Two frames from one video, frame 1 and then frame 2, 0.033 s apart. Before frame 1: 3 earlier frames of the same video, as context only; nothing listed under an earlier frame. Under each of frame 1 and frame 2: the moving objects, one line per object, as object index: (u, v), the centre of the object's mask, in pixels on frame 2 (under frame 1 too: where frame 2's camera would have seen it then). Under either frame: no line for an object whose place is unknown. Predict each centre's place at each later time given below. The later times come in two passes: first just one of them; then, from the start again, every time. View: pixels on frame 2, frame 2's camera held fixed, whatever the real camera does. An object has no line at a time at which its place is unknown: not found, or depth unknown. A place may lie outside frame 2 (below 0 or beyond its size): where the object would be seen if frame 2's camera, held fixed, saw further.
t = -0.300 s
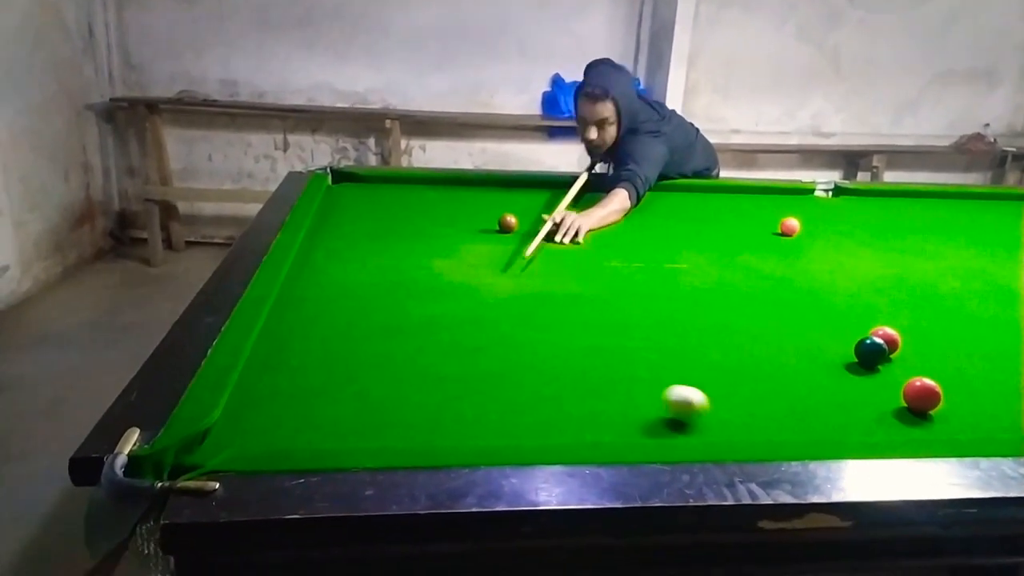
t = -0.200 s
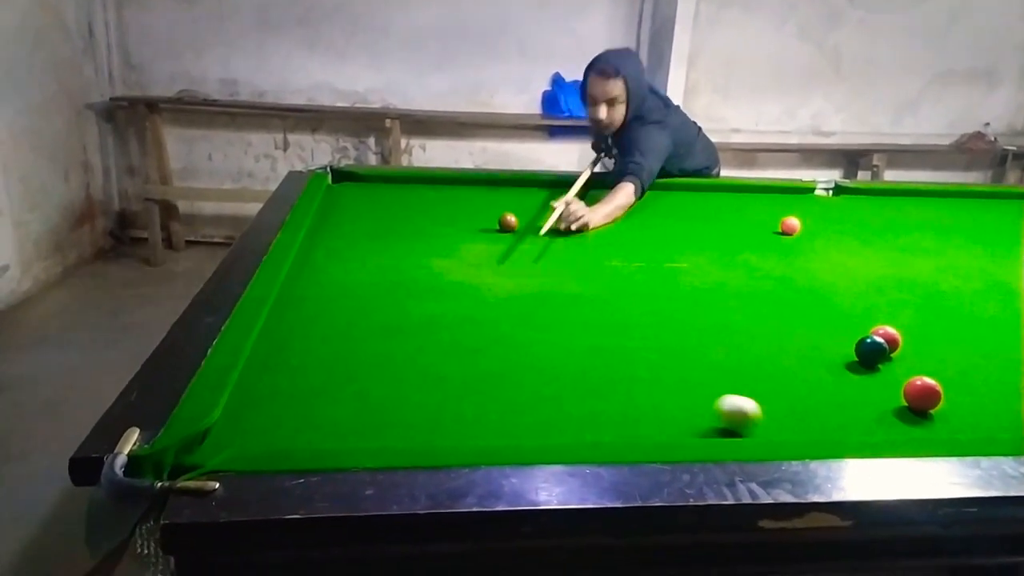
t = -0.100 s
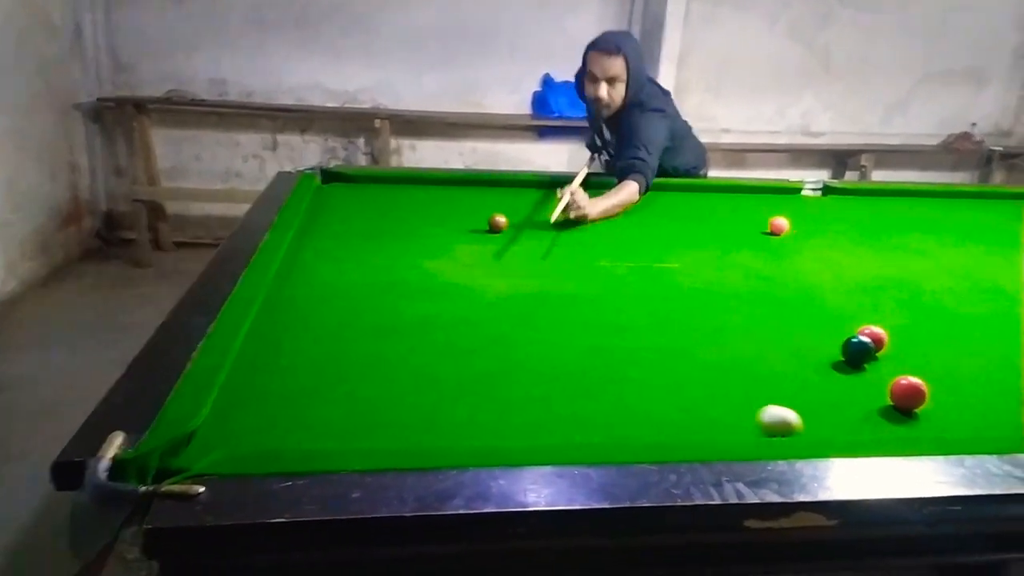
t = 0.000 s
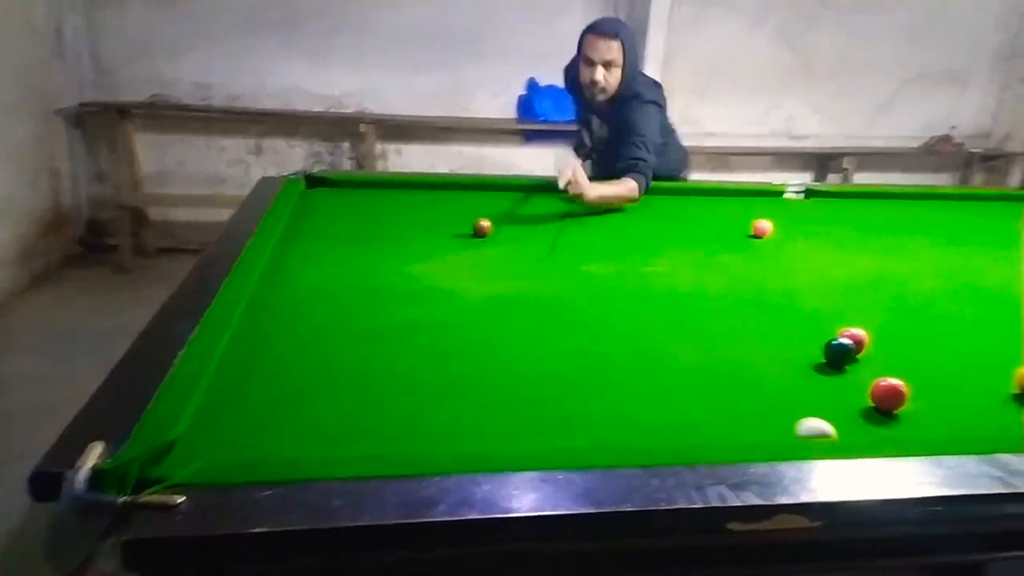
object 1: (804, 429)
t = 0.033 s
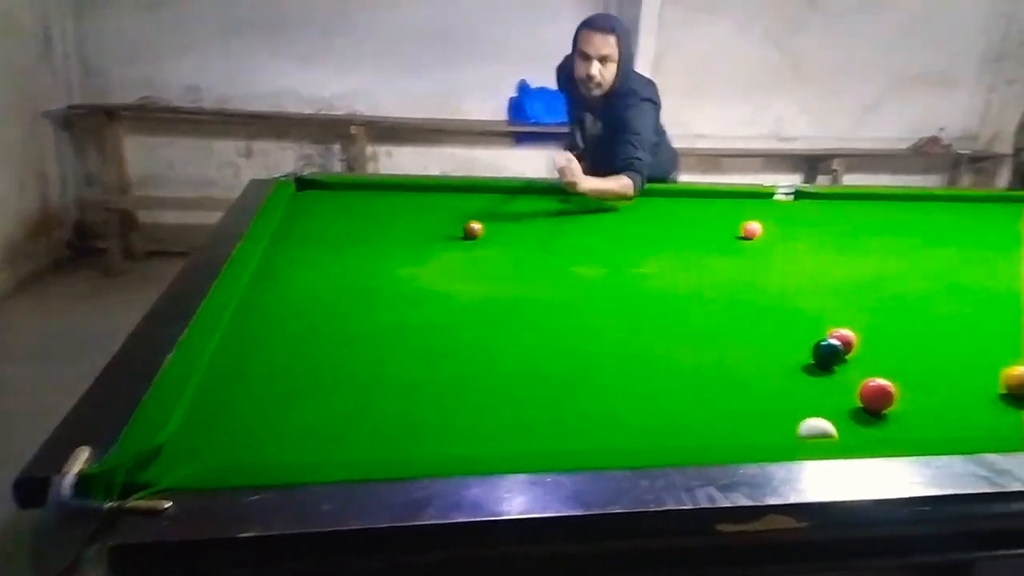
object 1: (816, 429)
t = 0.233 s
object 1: (866, 421)
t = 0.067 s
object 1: (825, 427)
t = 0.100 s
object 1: (834, 426)
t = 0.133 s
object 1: (842, 425)
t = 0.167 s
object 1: (851, 424)
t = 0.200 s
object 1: (859, 422)
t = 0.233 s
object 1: (866, 421)
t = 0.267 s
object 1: (874, 419)
